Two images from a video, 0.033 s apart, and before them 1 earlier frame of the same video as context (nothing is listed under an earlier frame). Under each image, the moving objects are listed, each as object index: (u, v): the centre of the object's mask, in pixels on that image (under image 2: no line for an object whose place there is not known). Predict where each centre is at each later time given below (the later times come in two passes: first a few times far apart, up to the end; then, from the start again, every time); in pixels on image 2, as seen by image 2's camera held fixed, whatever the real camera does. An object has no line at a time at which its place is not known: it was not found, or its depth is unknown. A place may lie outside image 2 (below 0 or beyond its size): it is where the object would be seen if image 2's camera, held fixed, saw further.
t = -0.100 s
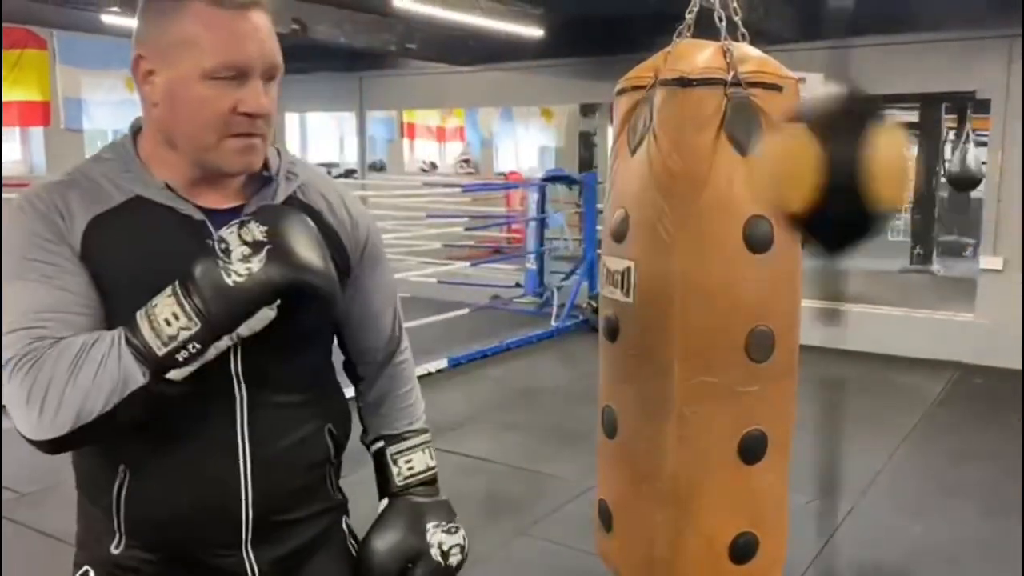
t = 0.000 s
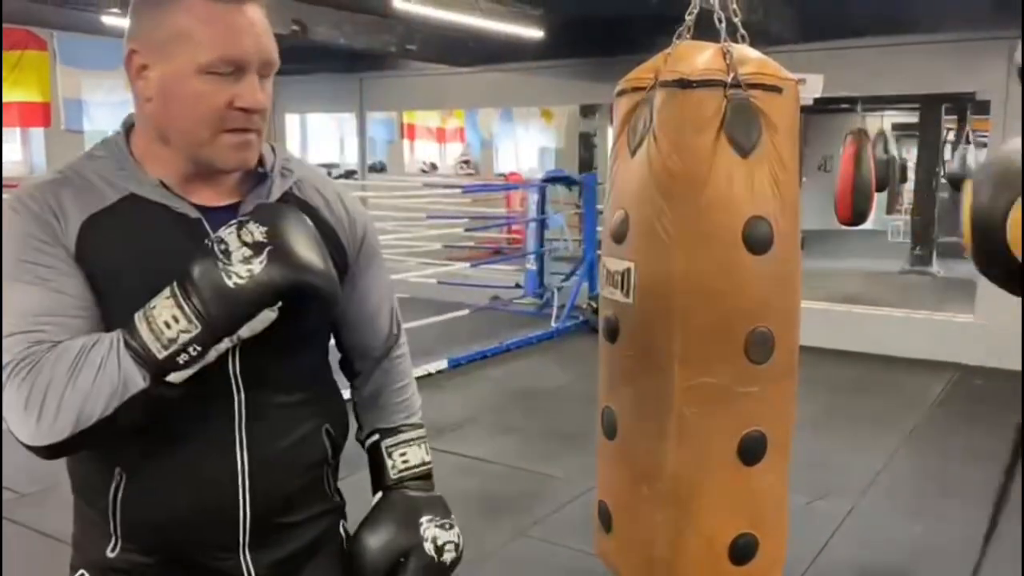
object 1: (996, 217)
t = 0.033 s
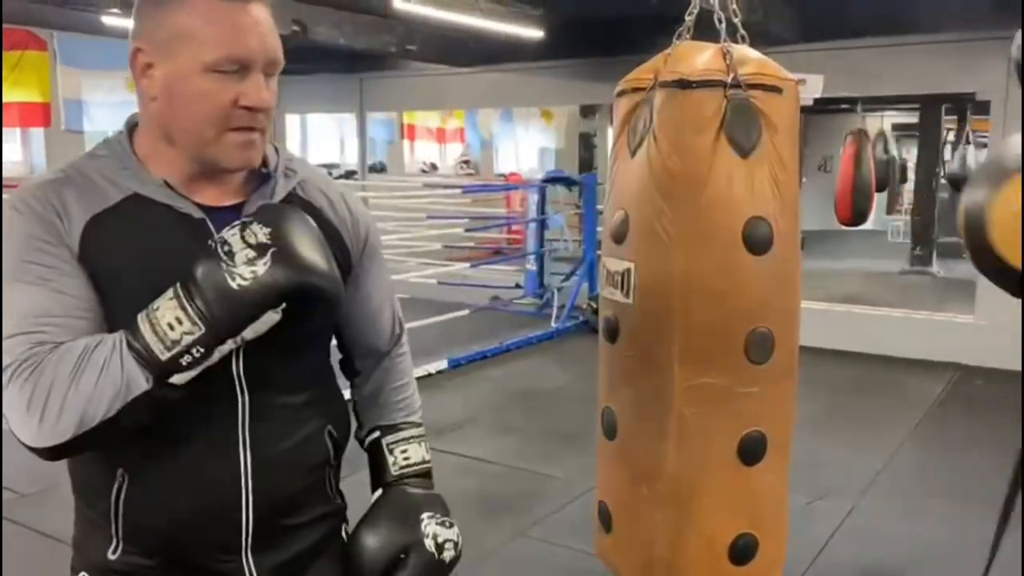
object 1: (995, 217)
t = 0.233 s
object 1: (628, 207)
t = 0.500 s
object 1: (985, 193)
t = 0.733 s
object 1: (697, 192)
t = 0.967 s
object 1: (972, 199)
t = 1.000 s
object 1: (954, 192)
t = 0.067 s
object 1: (987, 187)
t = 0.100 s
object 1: (934, 172)
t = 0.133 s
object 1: (835, 182)
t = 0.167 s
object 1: (725, 210)
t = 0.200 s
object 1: (651, 218)
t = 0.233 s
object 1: (628, 207)
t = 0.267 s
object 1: (649, 191)
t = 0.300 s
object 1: (706, 186)
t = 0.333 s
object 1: (778, 171)
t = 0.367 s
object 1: (860, 170)
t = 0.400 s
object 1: (929, 184)
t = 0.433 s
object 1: (972, 190)
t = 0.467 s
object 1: (987, 194)
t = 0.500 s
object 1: (985, 193)
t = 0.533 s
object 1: (962, 191)
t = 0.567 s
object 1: (908, 184)
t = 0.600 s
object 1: (826, 195)
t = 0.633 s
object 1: (744, 204)
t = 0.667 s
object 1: (691, 212)
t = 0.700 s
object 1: (675, 194)
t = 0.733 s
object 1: (697, 192)
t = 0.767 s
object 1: (742, 181)
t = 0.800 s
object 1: (794, 177)
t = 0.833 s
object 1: (855, 177)
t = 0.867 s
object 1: (908, 184)
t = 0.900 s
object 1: (954, 189)
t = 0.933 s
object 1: (972, 196)
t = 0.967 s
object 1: (972, 199)
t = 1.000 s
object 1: (954, 192)
